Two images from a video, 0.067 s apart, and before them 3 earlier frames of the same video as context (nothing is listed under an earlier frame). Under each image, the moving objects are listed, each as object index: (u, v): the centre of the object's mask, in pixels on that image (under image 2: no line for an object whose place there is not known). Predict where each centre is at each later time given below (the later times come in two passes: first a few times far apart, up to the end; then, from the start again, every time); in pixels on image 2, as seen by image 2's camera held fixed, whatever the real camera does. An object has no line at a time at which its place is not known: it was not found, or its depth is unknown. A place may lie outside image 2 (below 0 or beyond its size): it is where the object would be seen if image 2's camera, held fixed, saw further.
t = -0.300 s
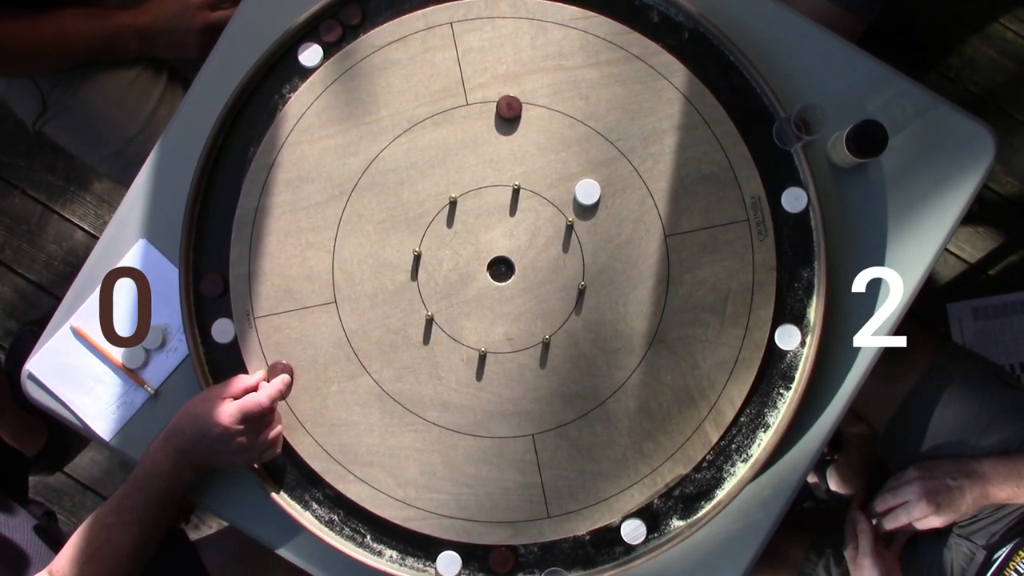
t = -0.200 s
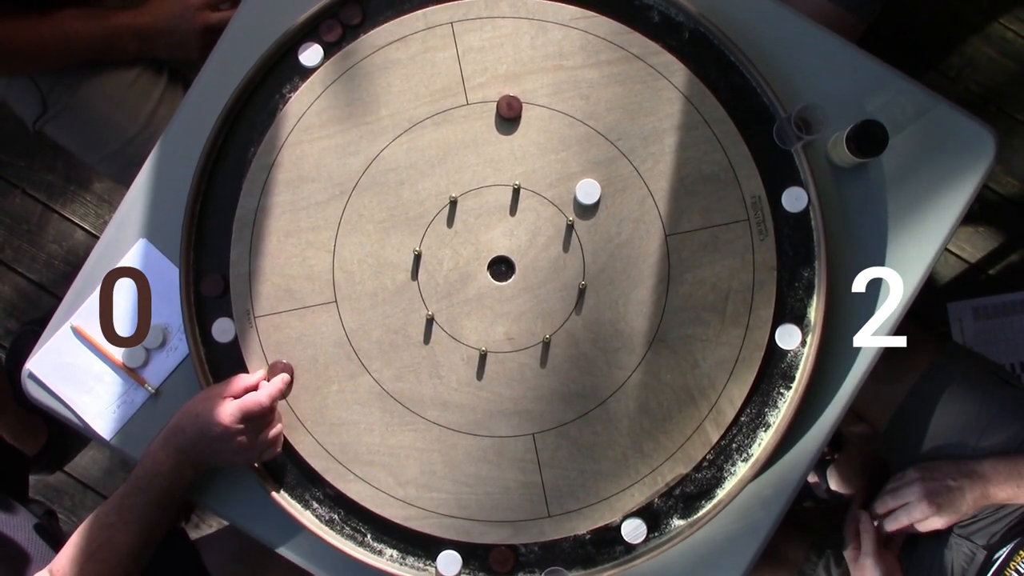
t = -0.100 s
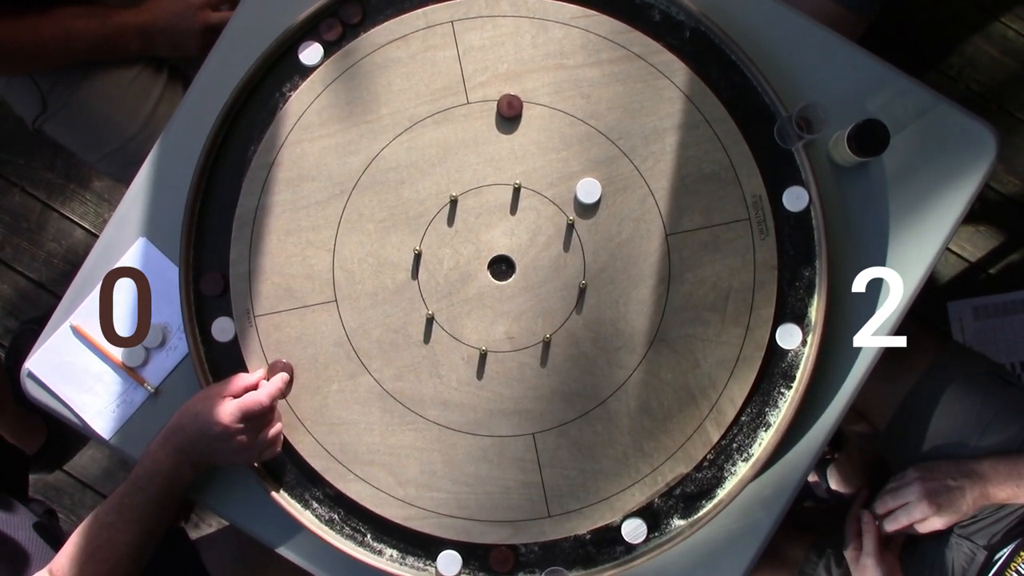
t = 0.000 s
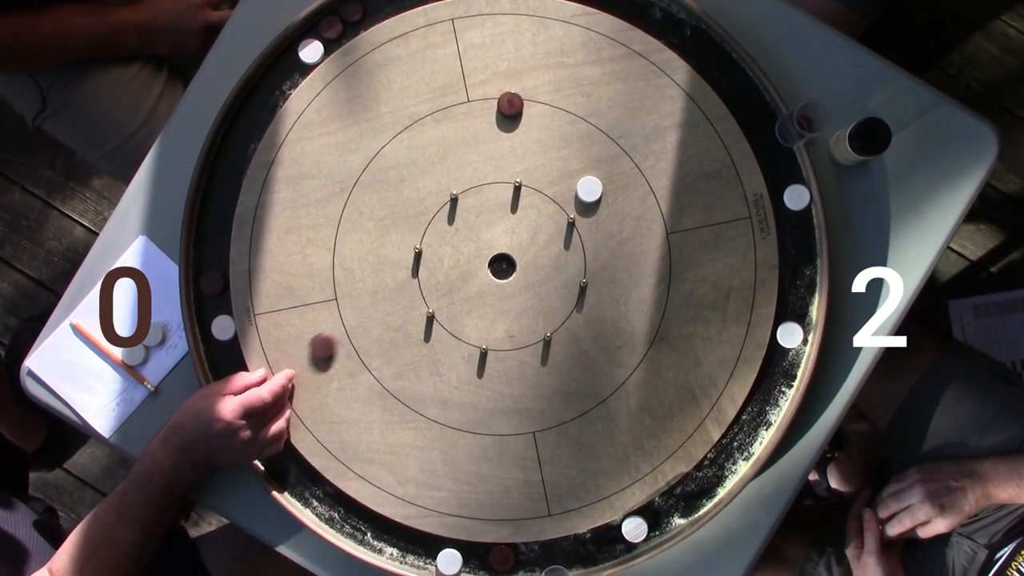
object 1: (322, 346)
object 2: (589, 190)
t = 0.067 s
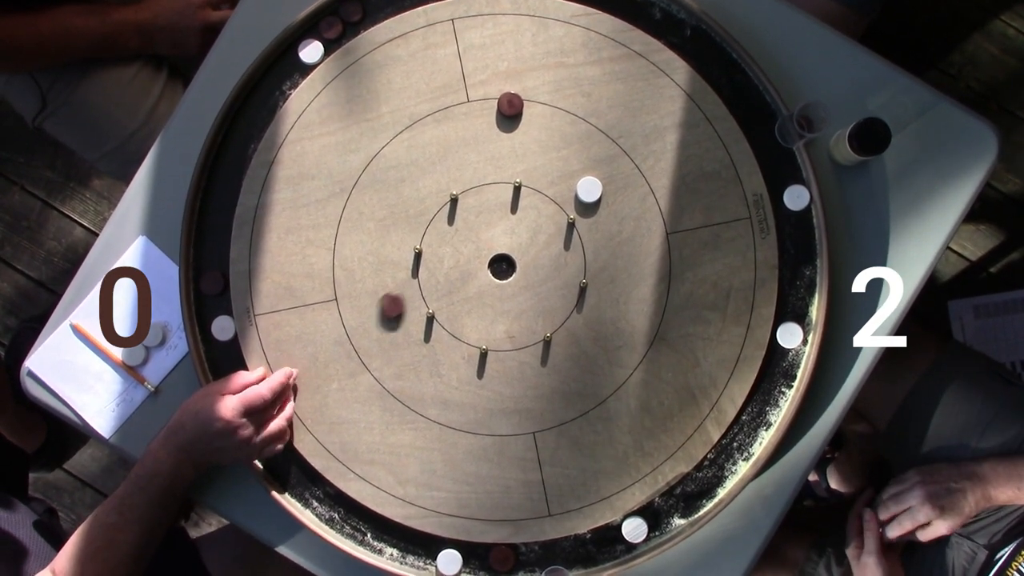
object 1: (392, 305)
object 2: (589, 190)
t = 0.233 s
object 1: (552, 210)
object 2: (589, 189)
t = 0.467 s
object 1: (574, 195)
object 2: (741, 102)
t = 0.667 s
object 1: (574, 195)
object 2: (744, 107)
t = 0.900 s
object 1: (574, 195)
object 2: (742, 109)
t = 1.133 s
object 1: (574, 195)
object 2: (742, 109)
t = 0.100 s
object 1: (426, 285)
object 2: (589, 190)
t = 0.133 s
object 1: (458, 266)
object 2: (589, 190)
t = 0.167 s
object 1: (490, 246)
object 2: (589, 190)
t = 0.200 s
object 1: (522, 228)
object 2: (589, 190)
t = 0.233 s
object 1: (552, 210)
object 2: (589, 189)
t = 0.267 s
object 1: (567, 200)
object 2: (604, 181)
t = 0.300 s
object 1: (570, 198)
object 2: (629, 166)
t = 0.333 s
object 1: (572, 197)
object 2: (654, 152)
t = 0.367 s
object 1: (573, 196)
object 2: (677, 139)
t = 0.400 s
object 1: (574, 195)
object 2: (699, 126)
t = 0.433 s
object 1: (574, 195)
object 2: (721, 114)
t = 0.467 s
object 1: (574, 195)
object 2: (741, 102)
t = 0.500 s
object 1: (574, 195)
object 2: (748, 100)
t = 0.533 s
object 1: (574, 196)
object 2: (742, 105)
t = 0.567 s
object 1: (574, 195)
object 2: (751, 101)
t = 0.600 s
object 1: (574, 195)
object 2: (751, 102)
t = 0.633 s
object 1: (574, 195)
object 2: (747, 105)
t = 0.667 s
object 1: (574, 195)
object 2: (744, 107)
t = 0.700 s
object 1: (574, 195)
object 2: (743, 108)
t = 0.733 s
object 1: (574, 195)
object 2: (742, 109)
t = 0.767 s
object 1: (574, 195)
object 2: (743, 109)
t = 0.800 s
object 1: (574, 195)
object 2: (742, 108)
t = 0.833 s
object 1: (574, 195)
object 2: (742, 108)
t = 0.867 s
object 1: (574, 195)
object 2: (742, 109)
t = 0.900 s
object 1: (574, 195)
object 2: (742, 109)
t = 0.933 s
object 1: (574, 195)
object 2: (742, 109)
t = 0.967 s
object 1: (574, 195)
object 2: (742, 109)
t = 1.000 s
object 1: (574, 195)
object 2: (742, 109)
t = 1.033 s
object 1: (574, 195)
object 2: (742, 109)
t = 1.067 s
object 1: (574, 195)
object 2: (742, 109)
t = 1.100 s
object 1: (574, 195)
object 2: (742, 109)
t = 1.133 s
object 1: (574, 195)
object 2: (742, 109)
